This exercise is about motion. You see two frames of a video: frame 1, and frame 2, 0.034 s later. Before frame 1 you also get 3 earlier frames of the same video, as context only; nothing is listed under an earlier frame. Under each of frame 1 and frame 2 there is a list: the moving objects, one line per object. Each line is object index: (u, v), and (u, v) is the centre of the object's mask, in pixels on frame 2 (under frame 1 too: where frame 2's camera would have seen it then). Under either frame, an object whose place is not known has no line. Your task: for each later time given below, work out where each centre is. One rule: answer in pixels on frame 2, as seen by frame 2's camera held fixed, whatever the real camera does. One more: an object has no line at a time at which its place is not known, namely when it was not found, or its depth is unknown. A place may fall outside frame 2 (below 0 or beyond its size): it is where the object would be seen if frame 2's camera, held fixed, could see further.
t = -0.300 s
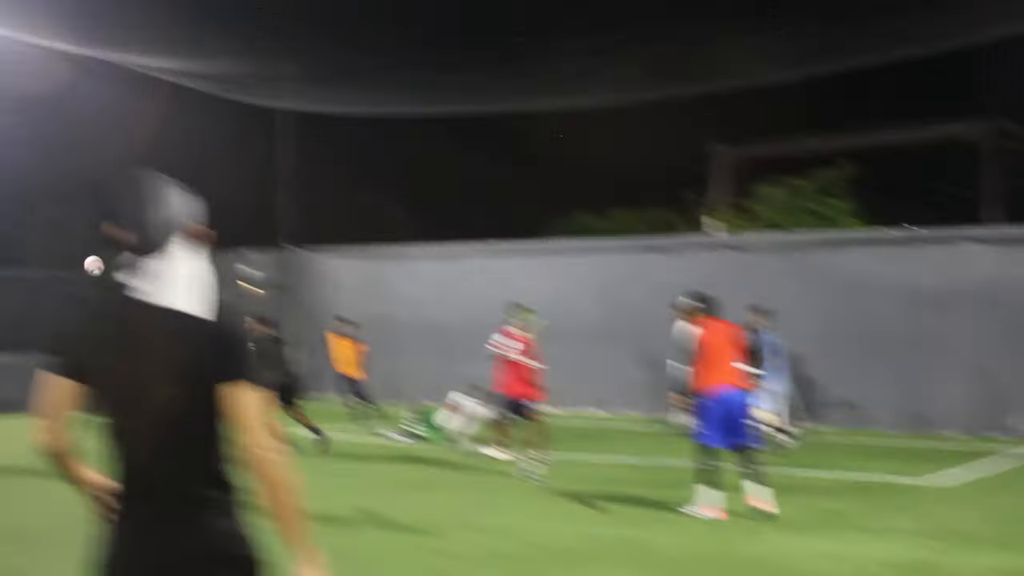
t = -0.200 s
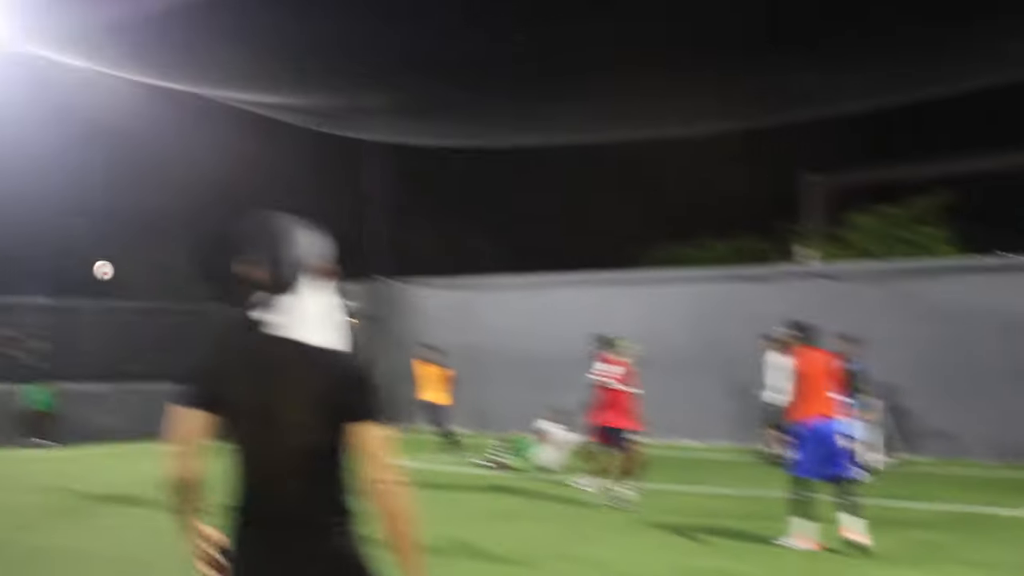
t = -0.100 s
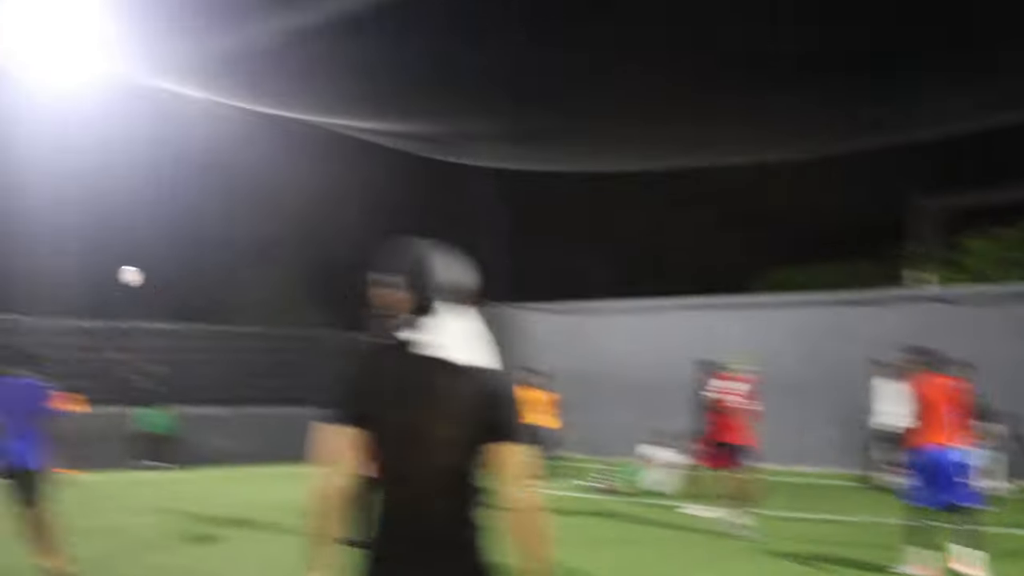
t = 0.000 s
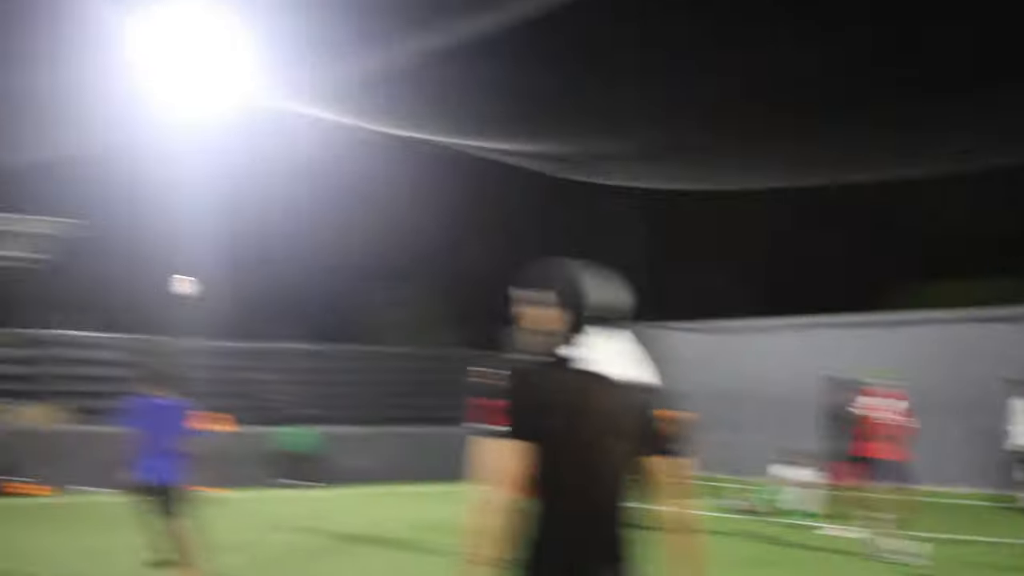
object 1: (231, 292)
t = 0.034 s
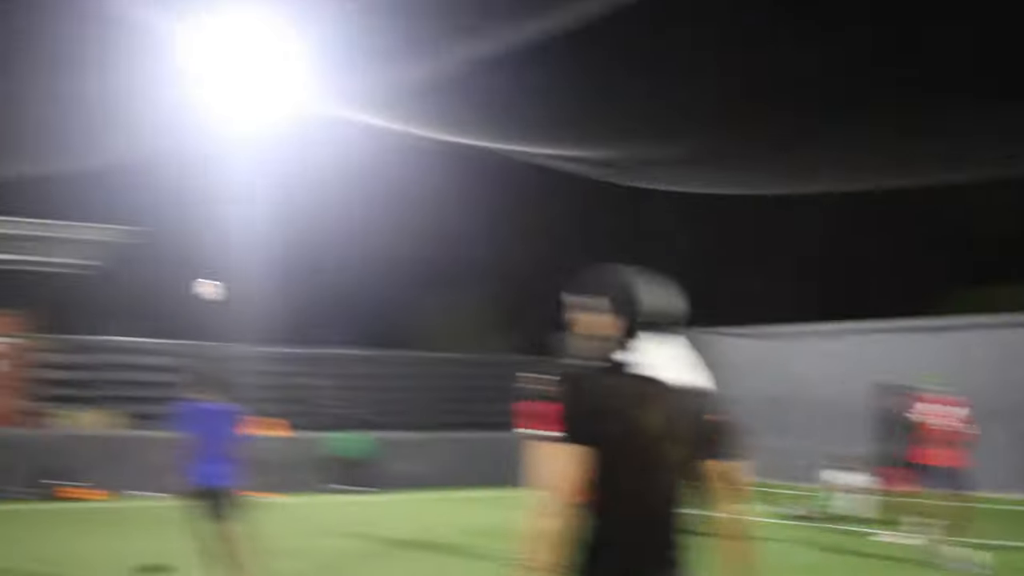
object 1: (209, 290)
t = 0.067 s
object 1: (184, 289)
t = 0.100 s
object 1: (157, 288)
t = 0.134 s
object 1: (129, 288)
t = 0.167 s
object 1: (99, 288)
